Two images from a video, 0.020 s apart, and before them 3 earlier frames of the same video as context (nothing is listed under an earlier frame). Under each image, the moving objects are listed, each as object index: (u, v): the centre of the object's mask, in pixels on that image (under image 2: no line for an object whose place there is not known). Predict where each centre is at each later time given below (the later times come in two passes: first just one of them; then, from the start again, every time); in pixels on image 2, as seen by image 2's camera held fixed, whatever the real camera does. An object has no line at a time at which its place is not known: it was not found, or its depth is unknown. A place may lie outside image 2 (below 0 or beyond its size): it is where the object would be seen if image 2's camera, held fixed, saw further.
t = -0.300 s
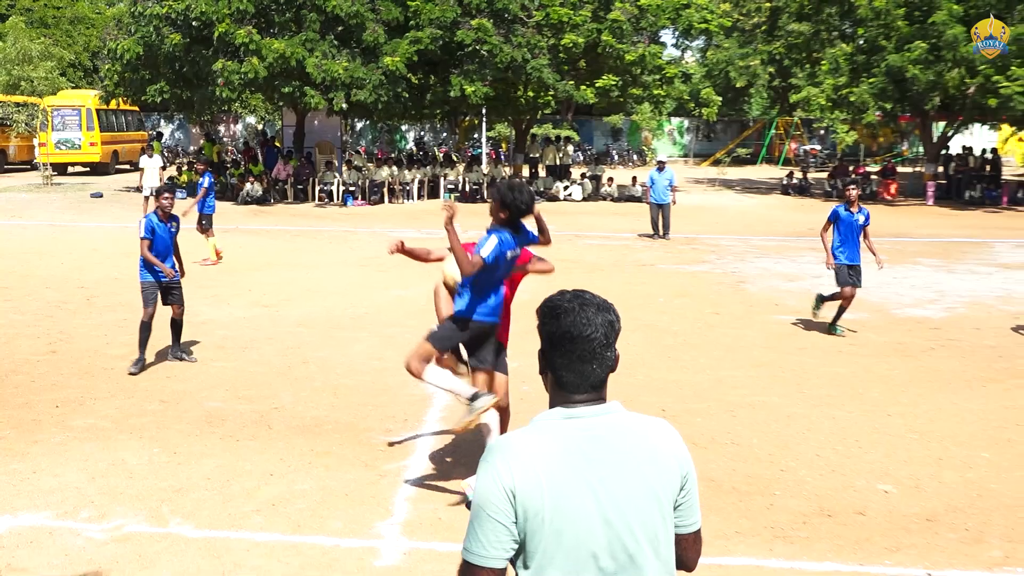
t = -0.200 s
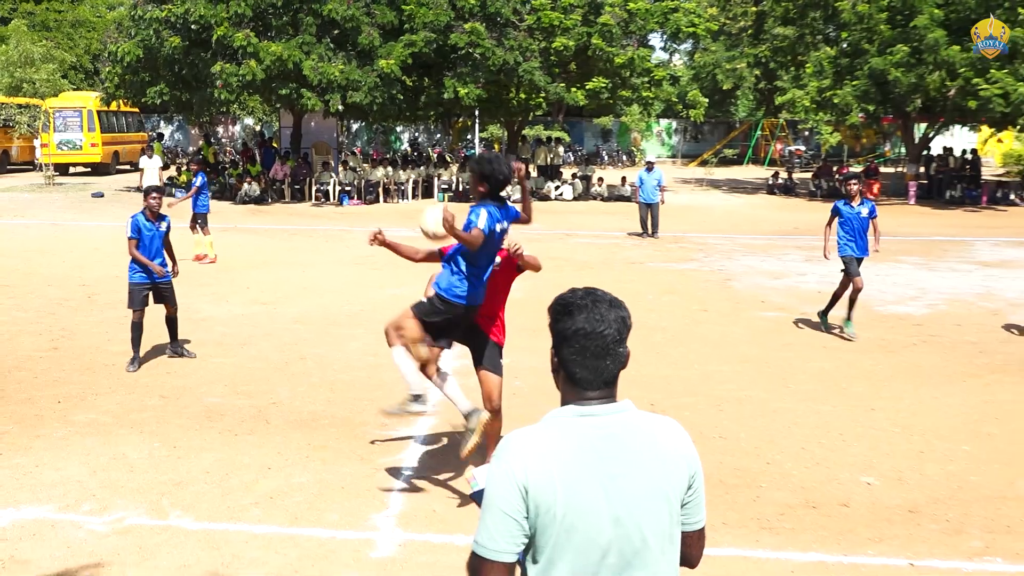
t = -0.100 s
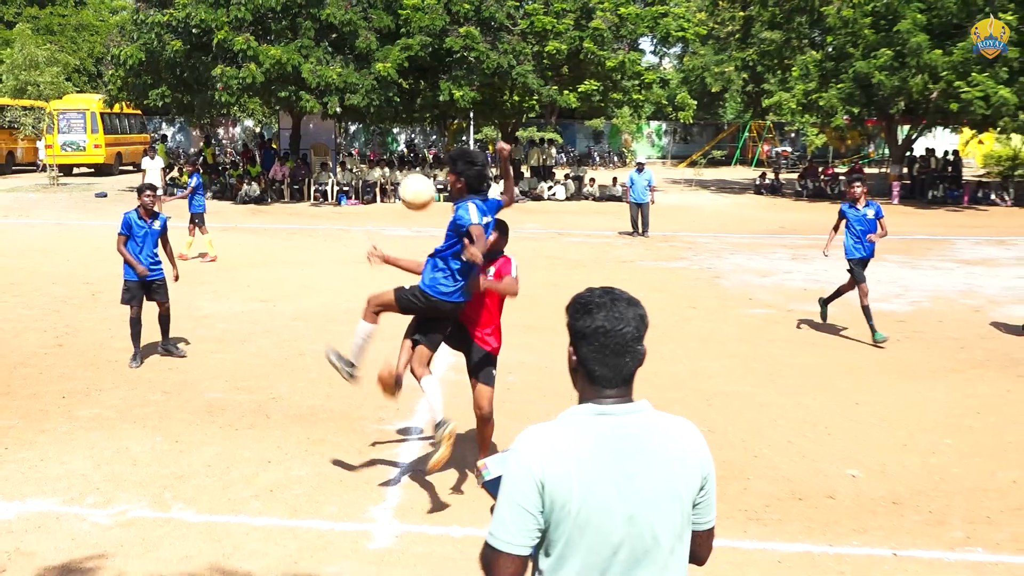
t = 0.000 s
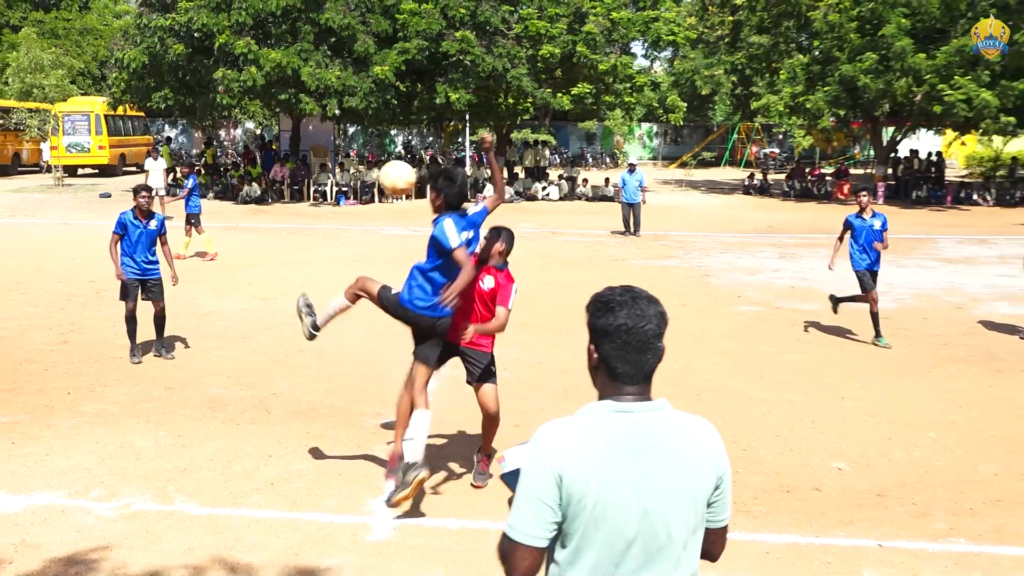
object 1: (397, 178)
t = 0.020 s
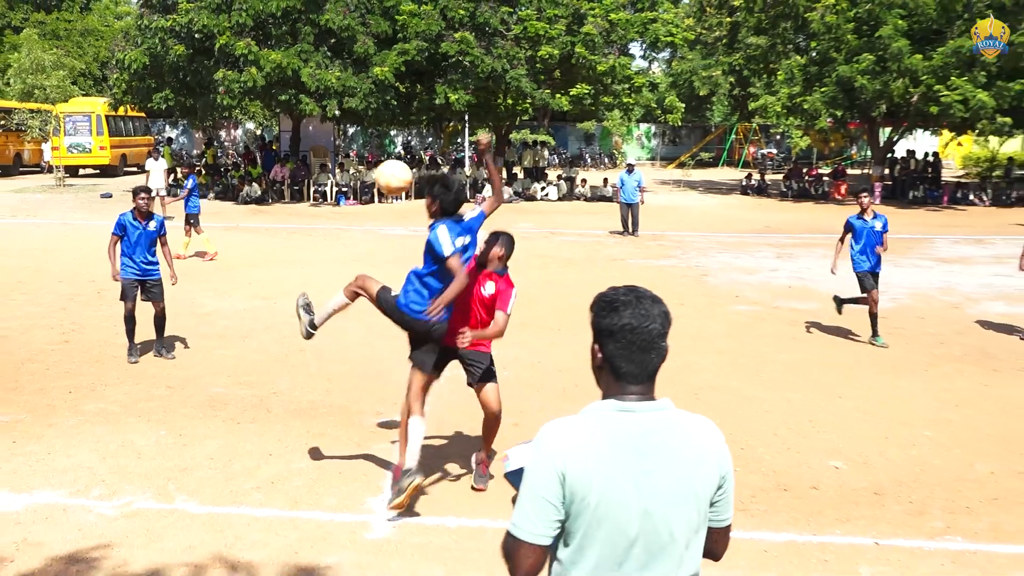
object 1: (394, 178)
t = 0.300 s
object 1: (345, 229)
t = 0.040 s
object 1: (390, 177)
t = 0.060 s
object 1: (387, 177)
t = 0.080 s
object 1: (384, 178)
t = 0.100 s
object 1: (380, 179)
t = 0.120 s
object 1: (377, 181)
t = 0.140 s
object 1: (373, 184)
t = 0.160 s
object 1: (369, 187)
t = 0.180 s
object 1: (366, 190)
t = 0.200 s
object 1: (362, 195)
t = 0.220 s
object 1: (359, 201)
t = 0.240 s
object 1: (356, 206)
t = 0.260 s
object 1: (352, 213)
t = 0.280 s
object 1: (348, 220)
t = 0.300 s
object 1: (345, 229)
